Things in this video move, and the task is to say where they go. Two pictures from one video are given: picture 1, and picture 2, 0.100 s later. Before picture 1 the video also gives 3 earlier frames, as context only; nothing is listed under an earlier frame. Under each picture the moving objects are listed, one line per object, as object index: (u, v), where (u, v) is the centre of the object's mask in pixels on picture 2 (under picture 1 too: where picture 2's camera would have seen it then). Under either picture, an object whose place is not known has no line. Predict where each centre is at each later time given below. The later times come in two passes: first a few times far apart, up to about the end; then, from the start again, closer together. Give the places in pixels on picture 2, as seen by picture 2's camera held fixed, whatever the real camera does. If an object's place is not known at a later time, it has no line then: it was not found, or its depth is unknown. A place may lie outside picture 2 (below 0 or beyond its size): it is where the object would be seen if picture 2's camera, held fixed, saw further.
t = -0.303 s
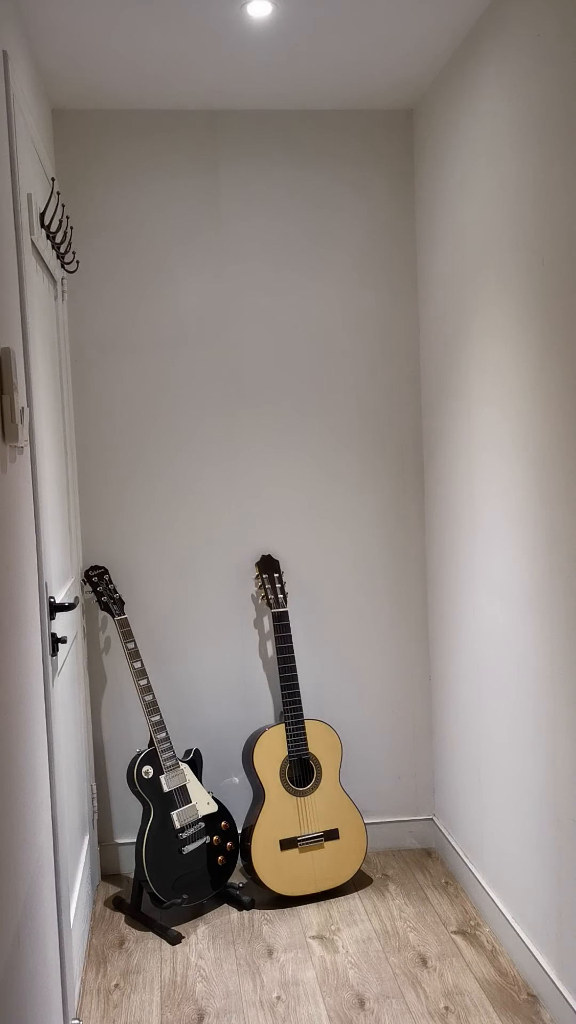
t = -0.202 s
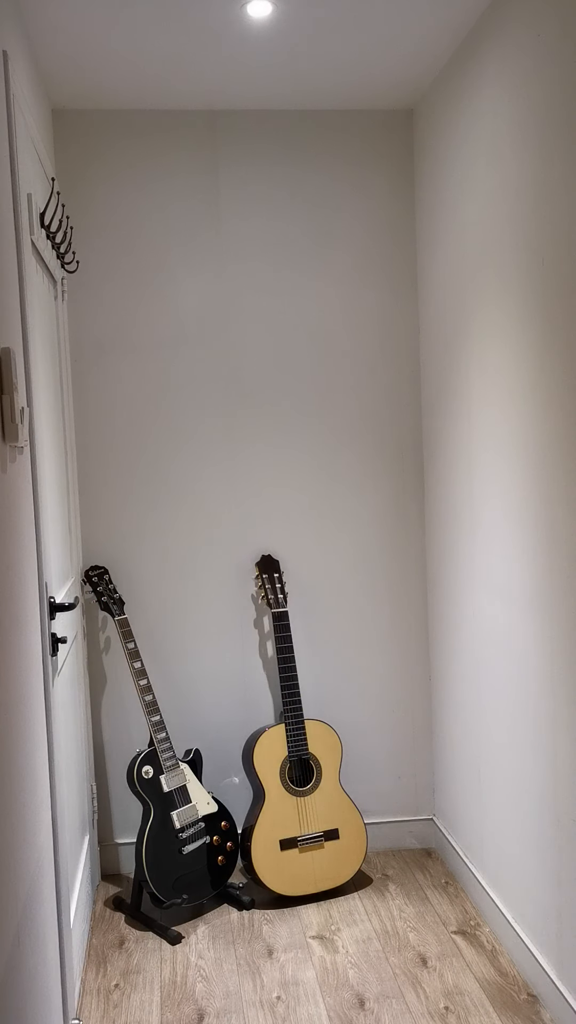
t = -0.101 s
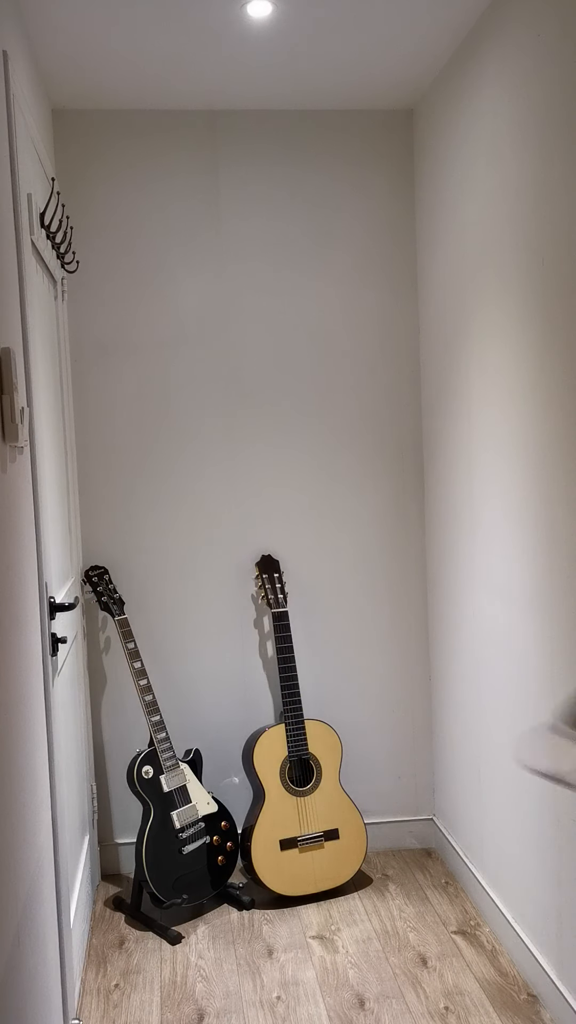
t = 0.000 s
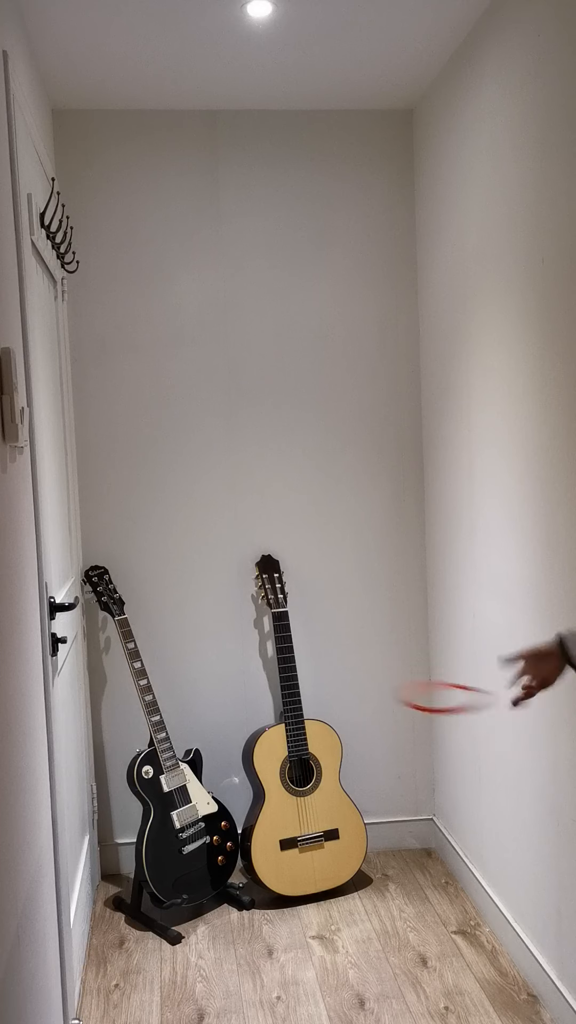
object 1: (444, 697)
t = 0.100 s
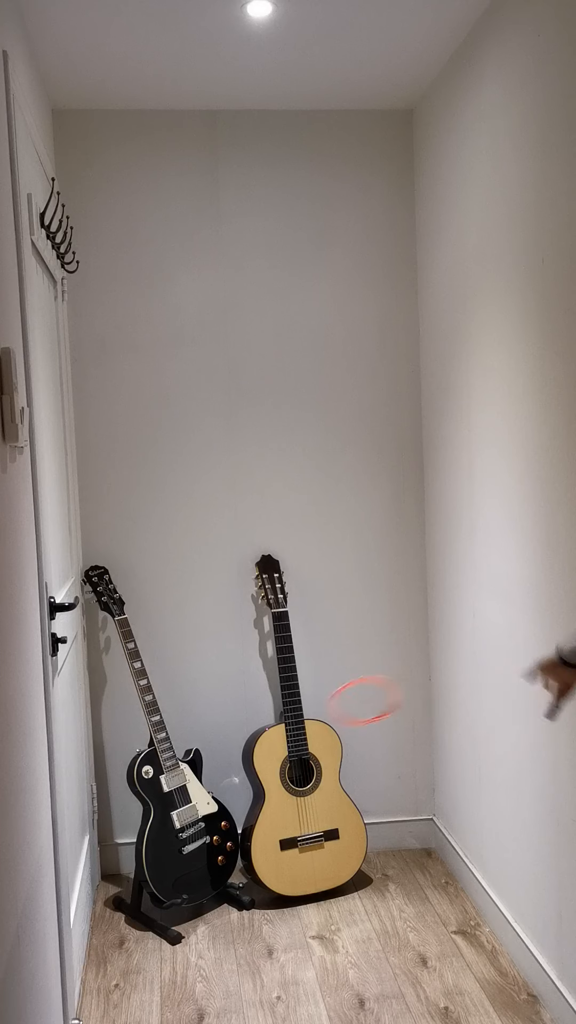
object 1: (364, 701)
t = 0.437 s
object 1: (301, 909)
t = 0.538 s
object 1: (324, 919)
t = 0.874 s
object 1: (392, 1008)
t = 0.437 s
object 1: (301, 909)
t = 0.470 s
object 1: (304, 919)
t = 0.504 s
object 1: (316, 912)
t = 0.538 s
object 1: (324, 919)
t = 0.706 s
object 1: (375, 996)
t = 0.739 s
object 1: (394, 987)
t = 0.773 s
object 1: (363, 985)
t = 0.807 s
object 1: (376, 991)
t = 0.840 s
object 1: (396, 1002)
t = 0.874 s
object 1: (392, 1008)
